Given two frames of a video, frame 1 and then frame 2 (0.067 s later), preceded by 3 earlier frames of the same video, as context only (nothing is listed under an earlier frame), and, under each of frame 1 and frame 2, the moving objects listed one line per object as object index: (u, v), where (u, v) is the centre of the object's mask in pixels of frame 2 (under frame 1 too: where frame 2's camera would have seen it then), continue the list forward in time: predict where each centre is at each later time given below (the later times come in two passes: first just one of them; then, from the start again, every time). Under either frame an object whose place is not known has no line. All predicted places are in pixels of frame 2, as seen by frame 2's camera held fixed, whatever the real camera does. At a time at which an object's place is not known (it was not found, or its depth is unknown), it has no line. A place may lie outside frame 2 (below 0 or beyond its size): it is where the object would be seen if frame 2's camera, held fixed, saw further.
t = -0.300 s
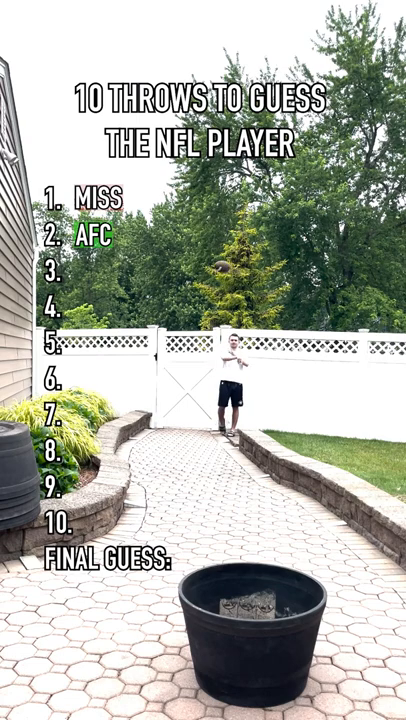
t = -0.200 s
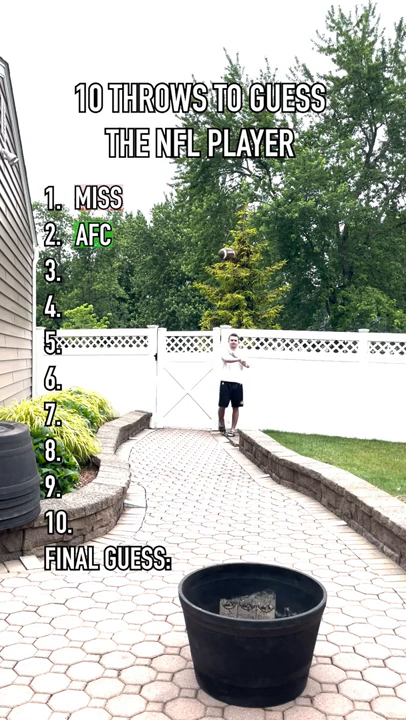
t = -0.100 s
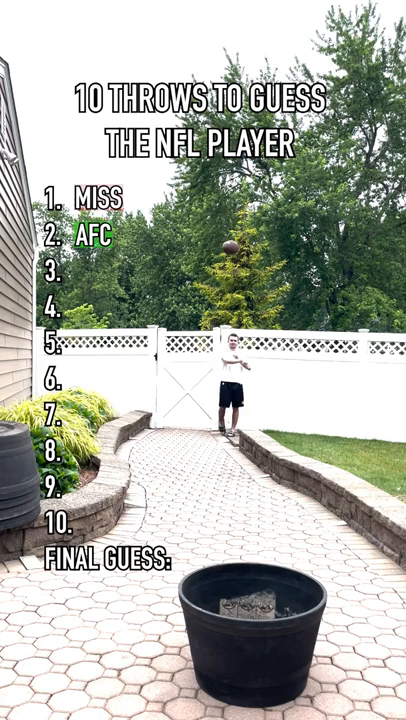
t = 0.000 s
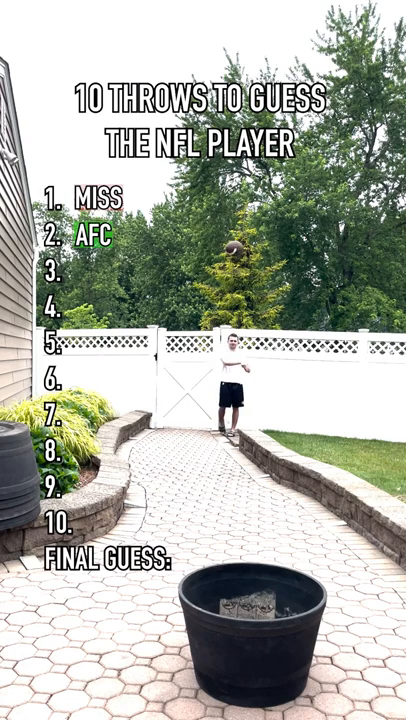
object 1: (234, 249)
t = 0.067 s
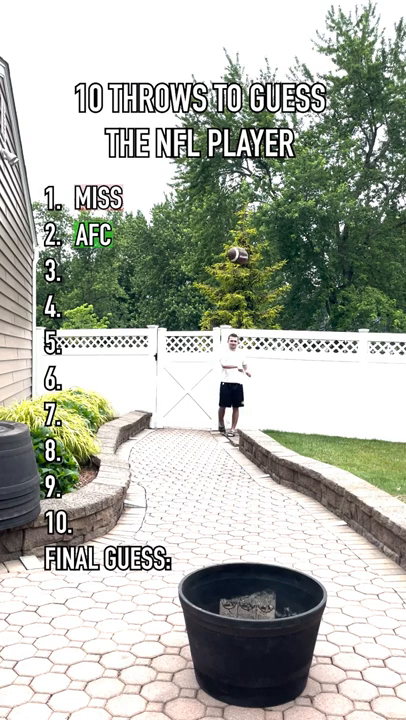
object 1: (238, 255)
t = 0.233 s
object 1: (245, 299)
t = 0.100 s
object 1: (239, 260)
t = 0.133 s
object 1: (240, 267)
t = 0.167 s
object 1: (242, 276)
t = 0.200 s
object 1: (243, 286)
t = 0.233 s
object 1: (245, 299)
